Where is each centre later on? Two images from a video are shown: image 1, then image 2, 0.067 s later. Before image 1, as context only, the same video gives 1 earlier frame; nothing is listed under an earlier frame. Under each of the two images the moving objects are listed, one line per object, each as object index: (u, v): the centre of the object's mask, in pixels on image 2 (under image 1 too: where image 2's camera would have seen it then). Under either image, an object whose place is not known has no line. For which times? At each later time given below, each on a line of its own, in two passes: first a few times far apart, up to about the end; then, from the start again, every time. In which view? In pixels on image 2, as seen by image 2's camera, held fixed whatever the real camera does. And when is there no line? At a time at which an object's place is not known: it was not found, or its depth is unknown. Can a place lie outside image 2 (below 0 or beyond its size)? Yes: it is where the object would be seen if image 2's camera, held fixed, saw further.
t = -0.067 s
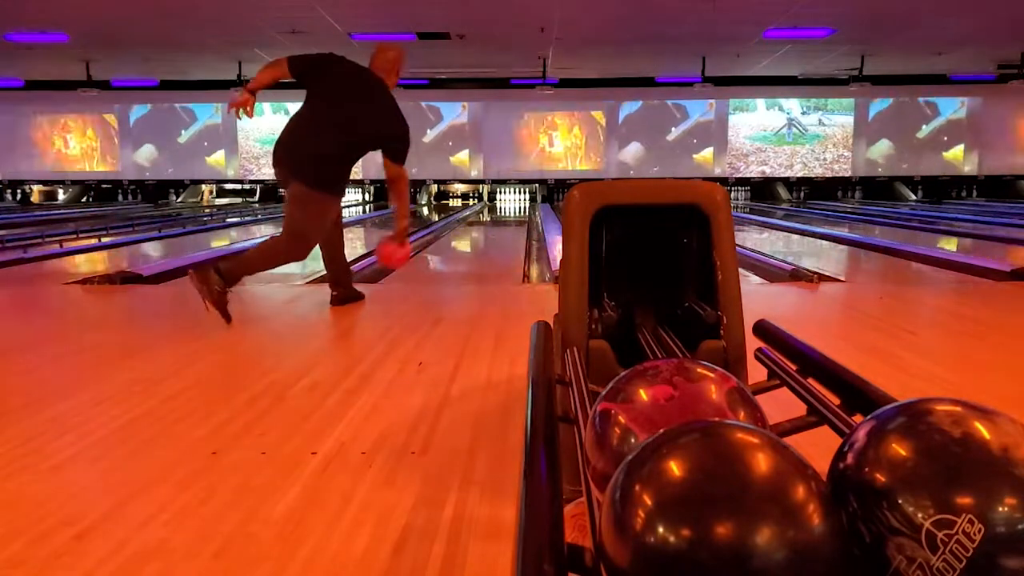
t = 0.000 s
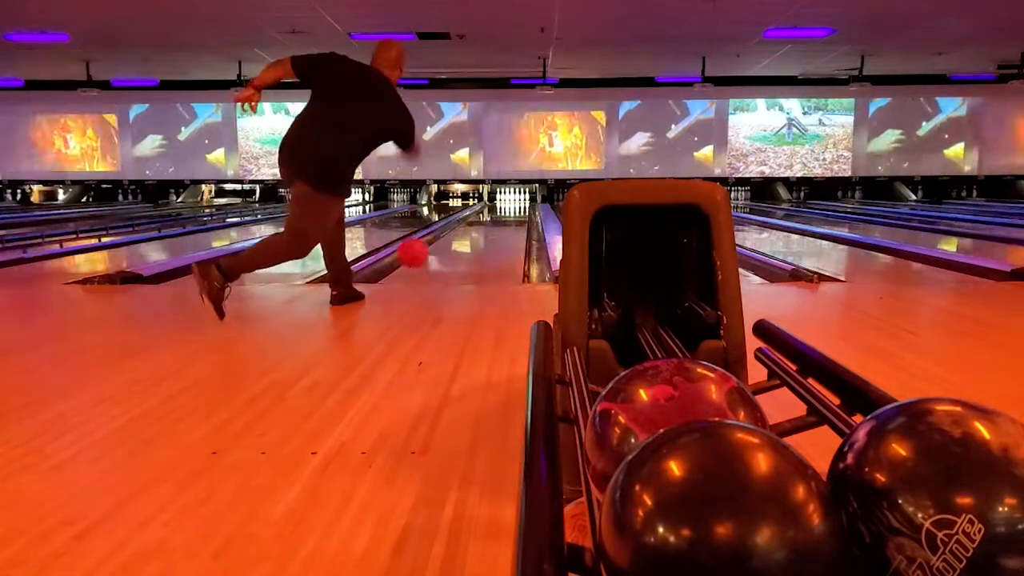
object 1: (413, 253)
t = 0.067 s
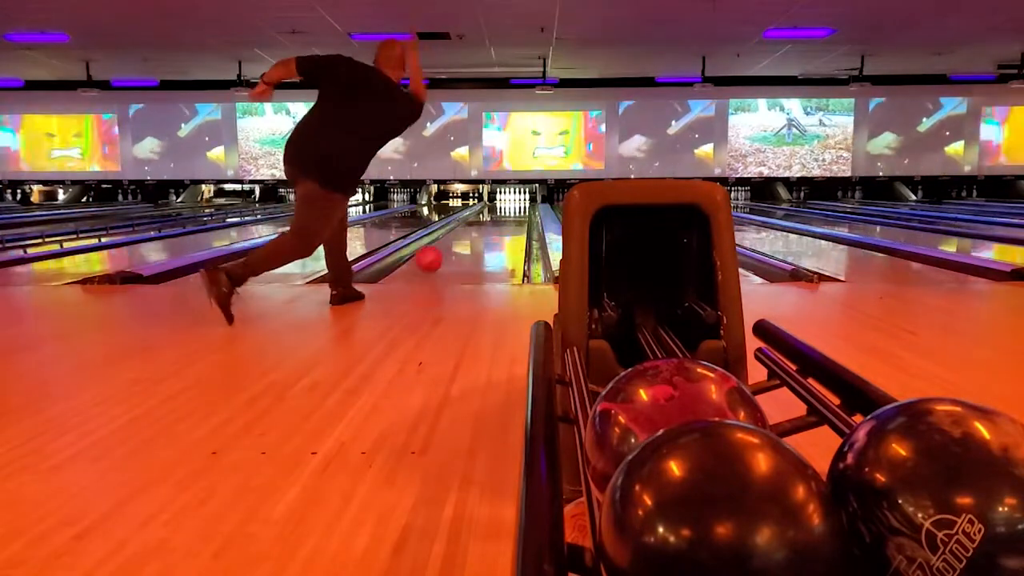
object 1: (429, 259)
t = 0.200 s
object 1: (451, 249)
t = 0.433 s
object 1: (478, 233)
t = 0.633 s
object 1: (490, 225)
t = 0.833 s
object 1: (498, 219)
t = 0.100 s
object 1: (436, 259)
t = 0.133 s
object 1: (441, 254)
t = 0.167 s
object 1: (447, 251)
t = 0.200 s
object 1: (451, 249)
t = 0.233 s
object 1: (456, 246)
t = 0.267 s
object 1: (461, 243)
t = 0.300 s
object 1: (464, 241)
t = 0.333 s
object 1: (468, 239)
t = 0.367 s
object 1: (471, 237)
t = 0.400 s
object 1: (474, 235)
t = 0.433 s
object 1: (478, 233)
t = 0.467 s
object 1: (480, 232)
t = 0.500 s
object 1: (482, 231)
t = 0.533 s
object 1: (485, 229)
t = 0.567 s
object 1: (487, 227)
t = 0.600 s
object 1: (489, 226)
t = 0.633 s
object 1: (490, 225)
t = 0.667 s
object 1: (492, 224)
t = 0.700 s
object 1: (493, 223)
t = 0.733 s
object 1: (495, 222)
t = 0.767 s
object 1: (496, 221)
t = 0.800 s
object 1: (497, 220)
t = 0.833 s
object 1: (498, 219)
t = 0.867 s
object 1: (498, 219)
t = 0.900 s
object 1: (499, 218)
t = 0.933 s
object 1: (501, 218)
